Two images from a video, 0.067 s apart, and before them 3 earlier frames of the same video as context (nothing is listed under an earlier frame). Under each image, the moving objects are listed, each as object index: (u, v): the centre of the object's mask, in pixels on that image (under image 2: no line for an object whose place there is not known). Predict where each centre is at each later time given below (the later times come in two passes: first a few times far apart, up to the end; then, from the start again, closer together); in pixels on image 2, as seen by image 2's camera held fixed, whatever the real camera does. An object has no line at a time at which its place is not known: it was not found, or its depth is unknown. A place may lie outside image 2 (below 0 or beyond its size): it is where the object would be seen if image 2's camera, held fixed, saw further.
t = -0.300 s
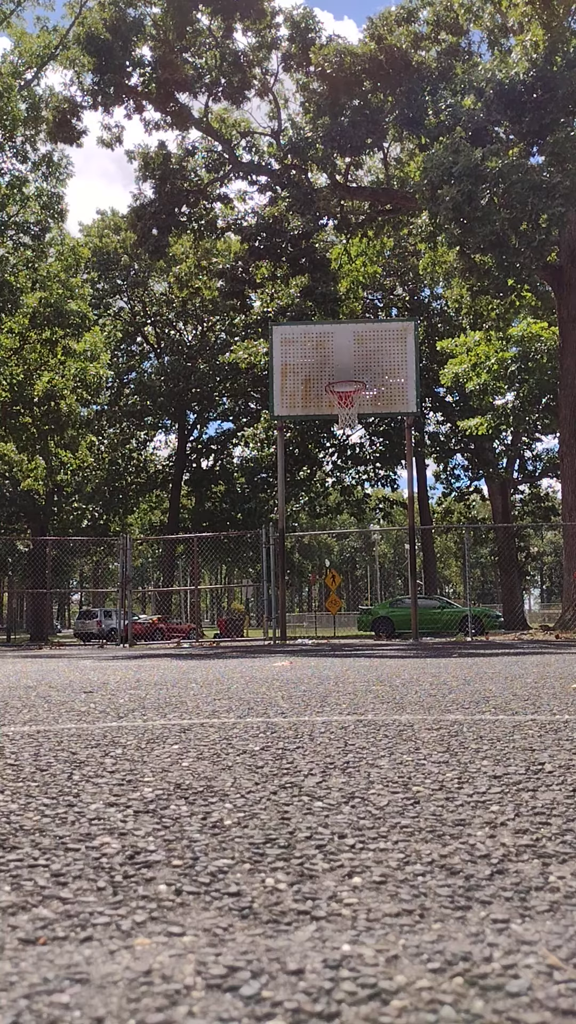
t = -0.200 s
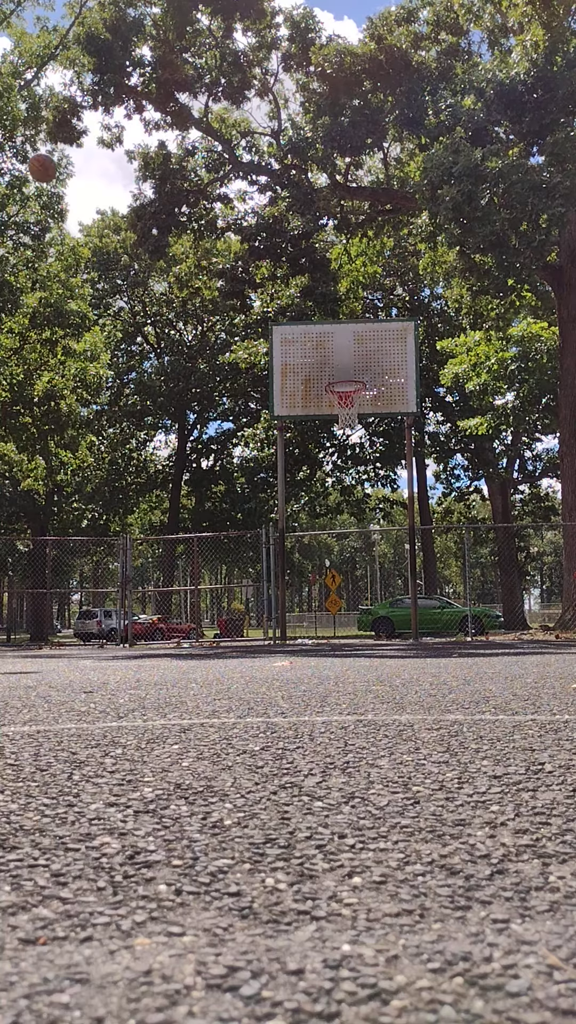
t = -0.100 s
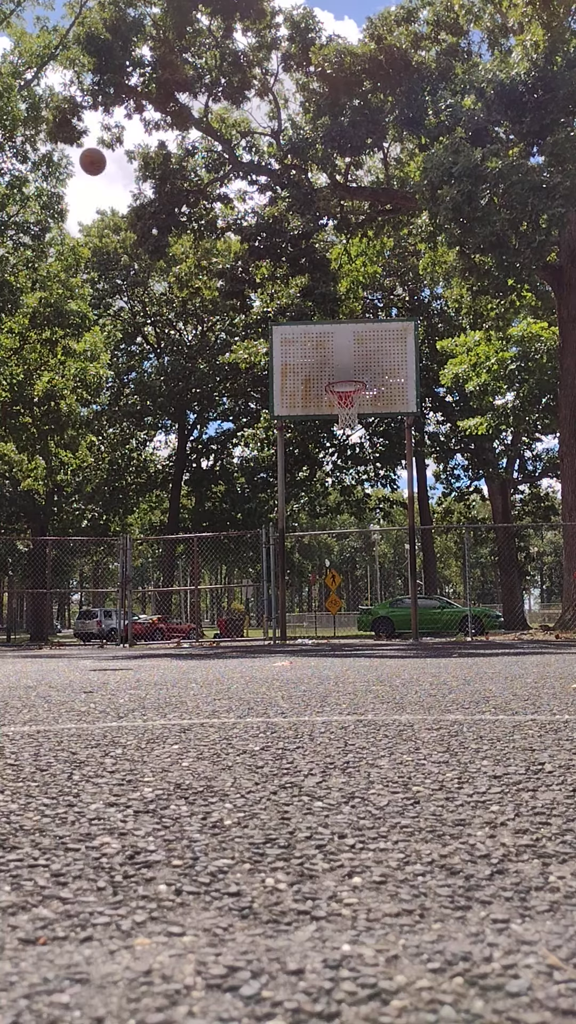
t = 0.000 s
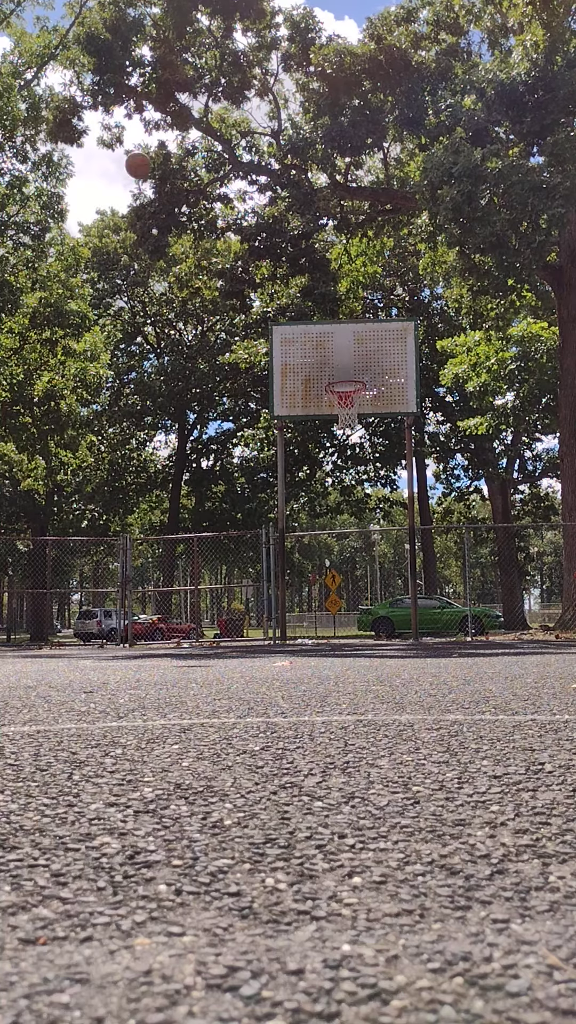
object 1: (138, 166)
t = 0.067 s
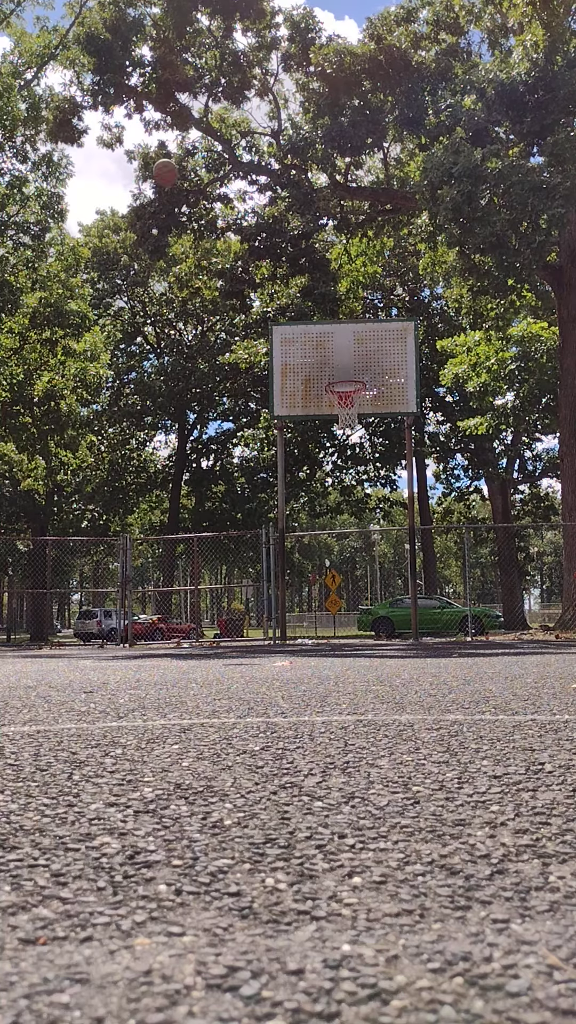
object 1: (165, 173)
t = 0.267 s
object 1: (239, 217)
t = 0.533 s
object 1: (320, 311)
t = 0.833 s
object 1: (333, 355)
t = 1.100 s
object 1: (299, 340)
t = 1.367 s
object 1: (264, 381)
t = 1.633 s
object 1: (228, 487)
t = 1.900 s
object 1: (192, 625)
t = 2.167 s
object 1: (169, 496)
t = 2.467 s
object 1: (143, 433)
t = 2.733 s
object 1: (121, 447)
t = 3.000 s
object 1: (97, 526)
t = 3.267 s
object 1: (73, 622)
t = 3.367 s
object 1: (65, 577)
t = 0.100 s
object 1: (178, 178)
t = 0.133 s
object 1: (191, 184)
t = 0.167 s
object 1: (204, 191)
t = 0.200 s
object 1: (216, 198)
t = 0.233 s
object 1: (228, 207)
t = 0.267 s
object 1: (239, 217)
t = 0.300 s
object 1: (250, 226)
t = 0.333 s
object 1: (261, 236)
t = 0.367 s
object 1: (271, 247)
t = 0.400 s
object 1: (282, 259)
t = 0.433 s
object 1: (292, 271)
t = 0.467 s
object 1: (301, 284)
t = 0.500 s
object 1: (311, 297)
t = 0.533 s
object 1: (320, 311)
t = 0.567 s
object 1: (330, 326)
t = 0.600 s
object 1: (339, 341)
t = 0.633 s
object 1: (348, 357)
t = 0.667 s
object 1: (357, 373)
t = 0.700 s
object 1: (357, 376)
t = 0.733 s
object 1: (351, 370)
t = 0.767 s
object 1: (345, 364)
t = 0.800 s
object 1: (339, 359)
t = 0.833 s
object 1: (333, 355)
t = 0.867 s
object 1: (329, 351)
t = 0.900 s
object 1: (324, 347)
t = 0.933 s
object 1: (320, 344)
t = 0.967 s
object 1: (316, 341)
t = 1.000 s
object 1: (312, 340)
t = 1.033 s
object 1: (308, 339)
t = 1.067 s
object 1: (304, 339)
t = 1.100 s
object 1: (299, 340)
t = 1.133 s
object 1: (295, 342)
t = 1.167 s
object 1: (290, 345)
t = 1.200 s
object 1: (286, 348)
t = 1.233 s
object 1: (282, 353)
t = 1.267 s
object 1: (278, 359)
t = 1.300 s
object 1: (273, 365)
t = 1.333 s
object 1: (268, 373)
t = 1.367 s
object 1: (264, 381)
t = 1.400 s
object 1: (259, 391)
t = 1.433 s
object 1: (255, 401)
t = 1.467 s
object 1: (251, 413)
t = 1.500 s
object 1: (246, 425)
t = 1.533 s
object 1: (241, 439)
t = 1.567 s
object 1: (237, 454)
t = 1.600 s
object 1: (232, 470)
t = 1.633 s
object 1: (228, 487)
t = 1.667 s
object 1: (224, 505)
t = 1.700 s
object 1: (219, 525)
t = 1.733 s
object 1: (214, 545)
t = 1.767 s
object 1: (209, 566)
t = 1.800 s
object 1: (205, 590)
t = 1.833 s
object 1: (200, 614)
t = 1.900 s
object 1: (192, 625)
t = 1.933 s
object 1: (188, 604)
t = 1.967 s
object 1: (186, 585)
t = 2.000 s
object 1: (183, 568)
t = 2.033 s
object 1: (180, 551)
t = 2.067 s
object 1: (177, 536)
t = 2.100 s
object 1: (173, 521)
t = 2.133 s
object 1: (171, 508)
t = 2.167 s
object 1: (169, 496)
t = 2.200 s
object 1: (166, 485)
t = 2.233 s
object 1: (163, 475)
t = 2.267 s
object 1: (160, 466)
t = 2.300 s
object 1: (157, 457)
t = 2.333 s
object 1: (154, 450)
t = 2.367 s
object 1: (151, 444)
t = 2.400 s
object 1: (149, 439)
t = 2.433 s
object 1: (146, 436)
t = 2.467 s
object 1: (143, 433)
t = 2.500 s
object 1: (141, 432)
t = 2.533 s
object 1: (137, 430)
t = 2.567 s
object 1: (134, 430)
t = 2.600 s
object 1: (131, 432)
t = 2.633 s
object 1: (128, 434)
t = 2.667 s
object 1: (126, 437)
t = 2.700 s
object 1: (123, 441)
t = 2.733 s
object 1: (121, 447)
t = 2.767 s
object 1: (118, 453)
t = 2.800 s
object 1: (114, 460)
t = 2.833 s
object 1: (112, 469)
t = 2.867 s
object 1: (108, 478)
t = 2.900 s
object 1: (106, 489)
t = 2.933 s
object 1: (103, 500)
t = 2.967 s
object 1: (100, 513)
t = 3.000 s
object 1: (97, 526)
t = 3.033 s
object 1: (94, 542)
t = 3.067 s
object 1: (91, 556)
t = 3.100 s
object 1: (88, 573)
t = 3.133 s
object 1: (85, 592)
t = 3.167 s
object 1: (81, 611)
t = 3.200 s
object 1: (79, 632)
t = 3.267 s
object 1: (73, 622)
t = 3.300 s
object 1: (70, 606)
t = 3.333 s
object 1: (68, 591)
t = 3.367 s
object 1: (65, 577)
